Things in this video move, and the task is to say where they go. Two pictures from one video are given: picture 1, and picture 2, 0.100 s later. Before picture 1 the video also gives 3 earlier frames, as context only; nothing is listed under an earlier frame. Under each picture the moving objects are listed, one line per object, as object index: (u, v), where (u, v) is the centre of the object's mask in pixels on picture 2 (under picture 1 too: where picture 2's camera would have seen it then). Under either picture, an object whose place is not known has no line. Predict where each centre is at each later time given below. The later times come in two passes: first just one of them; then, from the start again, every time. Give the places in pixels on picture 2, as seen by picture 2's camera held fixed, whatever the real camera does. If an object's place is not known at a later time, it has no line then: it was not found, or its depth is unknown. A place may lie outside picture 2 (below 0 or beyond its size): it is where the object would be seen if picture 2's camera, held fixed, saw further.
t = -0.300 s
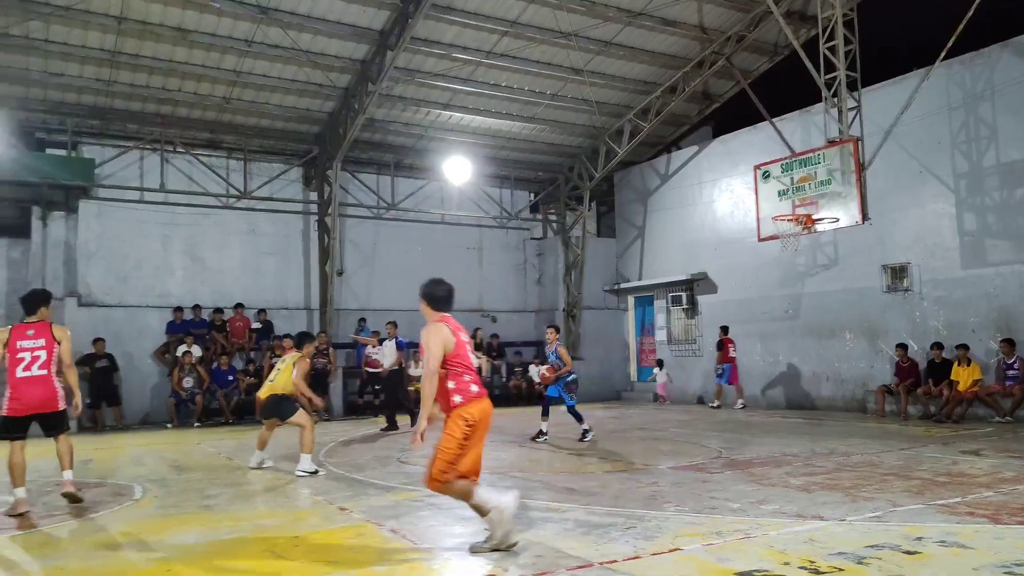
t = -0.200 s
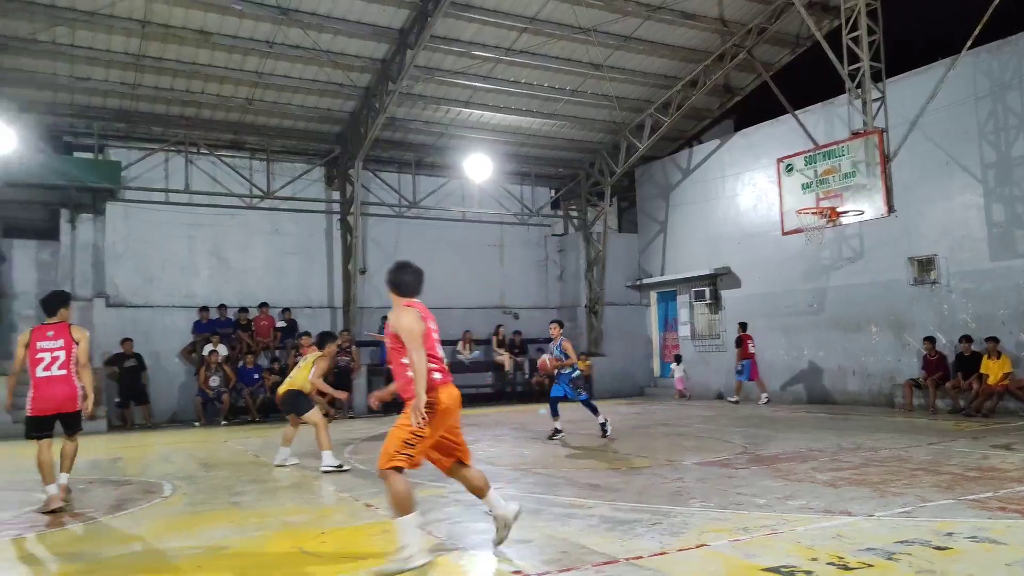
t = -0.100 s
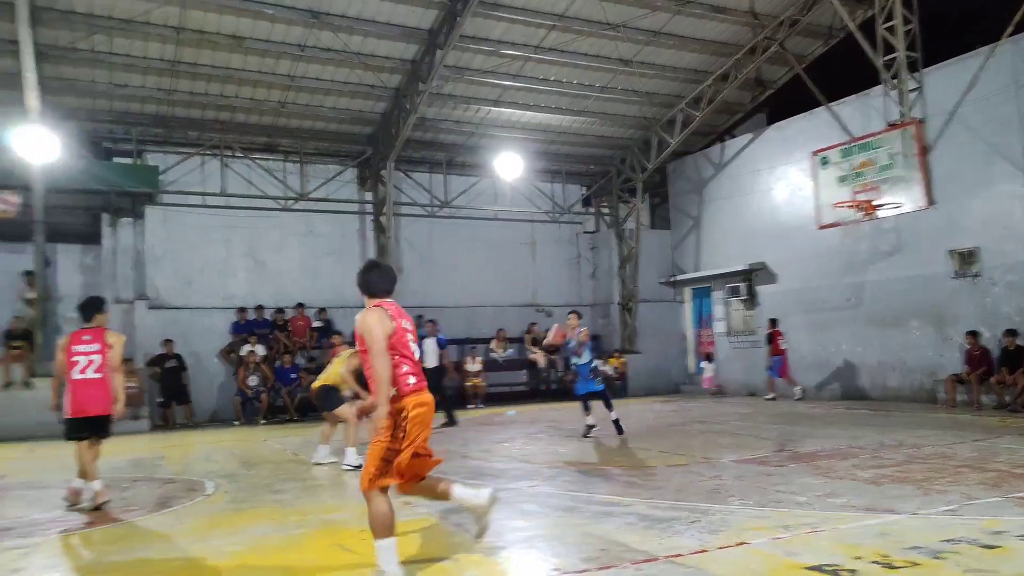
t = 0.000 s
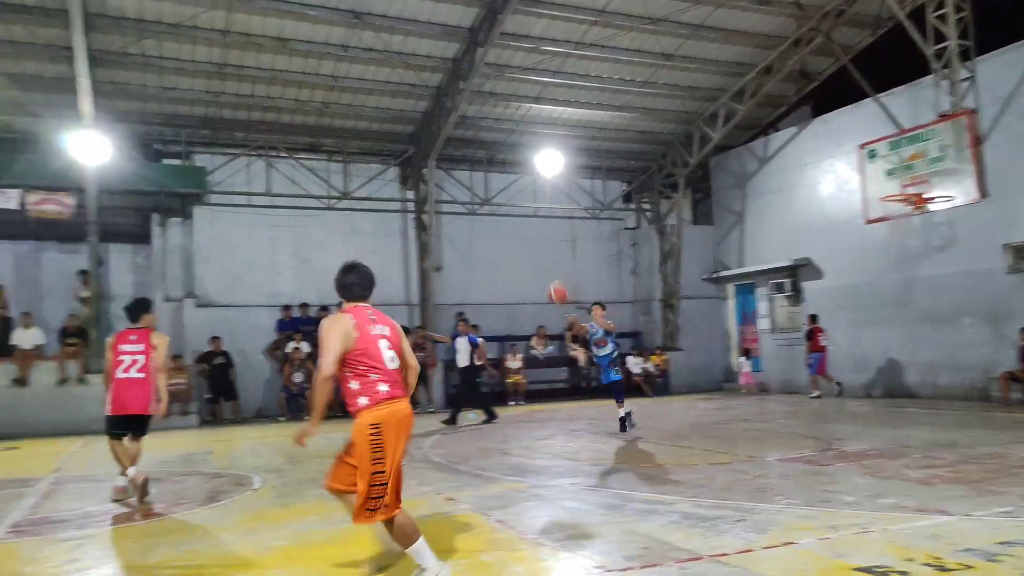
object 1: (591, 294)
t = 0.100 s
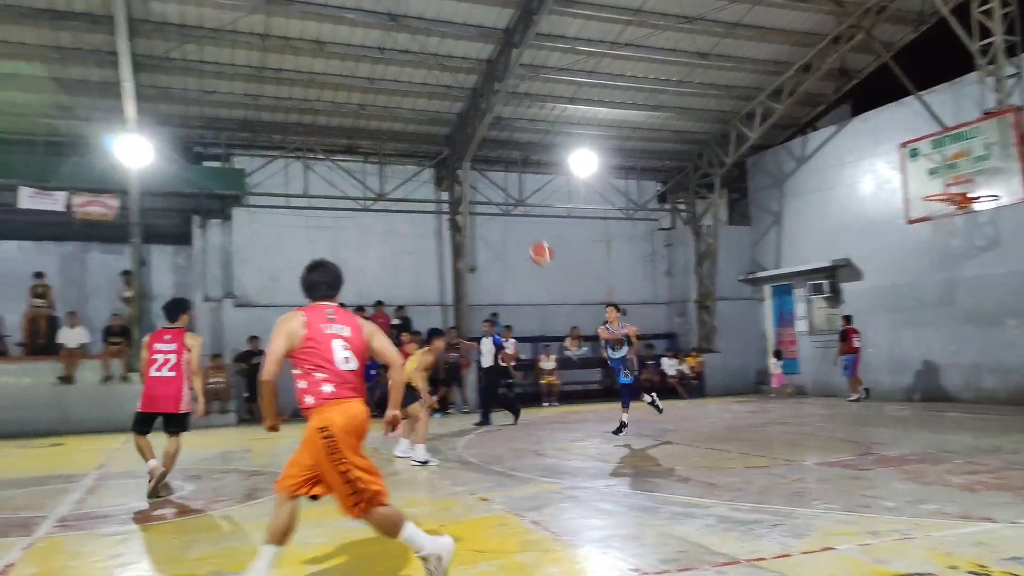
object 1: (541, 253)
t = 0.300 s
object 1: (409, 177)
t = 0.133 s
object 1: (522, 240)
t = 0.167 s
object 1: (503, 228)
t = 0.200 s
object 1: (481, 215)
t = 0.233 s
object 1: (459, 202)
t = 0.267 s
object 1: (436, 191)
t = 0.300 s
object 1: (409, 177)
